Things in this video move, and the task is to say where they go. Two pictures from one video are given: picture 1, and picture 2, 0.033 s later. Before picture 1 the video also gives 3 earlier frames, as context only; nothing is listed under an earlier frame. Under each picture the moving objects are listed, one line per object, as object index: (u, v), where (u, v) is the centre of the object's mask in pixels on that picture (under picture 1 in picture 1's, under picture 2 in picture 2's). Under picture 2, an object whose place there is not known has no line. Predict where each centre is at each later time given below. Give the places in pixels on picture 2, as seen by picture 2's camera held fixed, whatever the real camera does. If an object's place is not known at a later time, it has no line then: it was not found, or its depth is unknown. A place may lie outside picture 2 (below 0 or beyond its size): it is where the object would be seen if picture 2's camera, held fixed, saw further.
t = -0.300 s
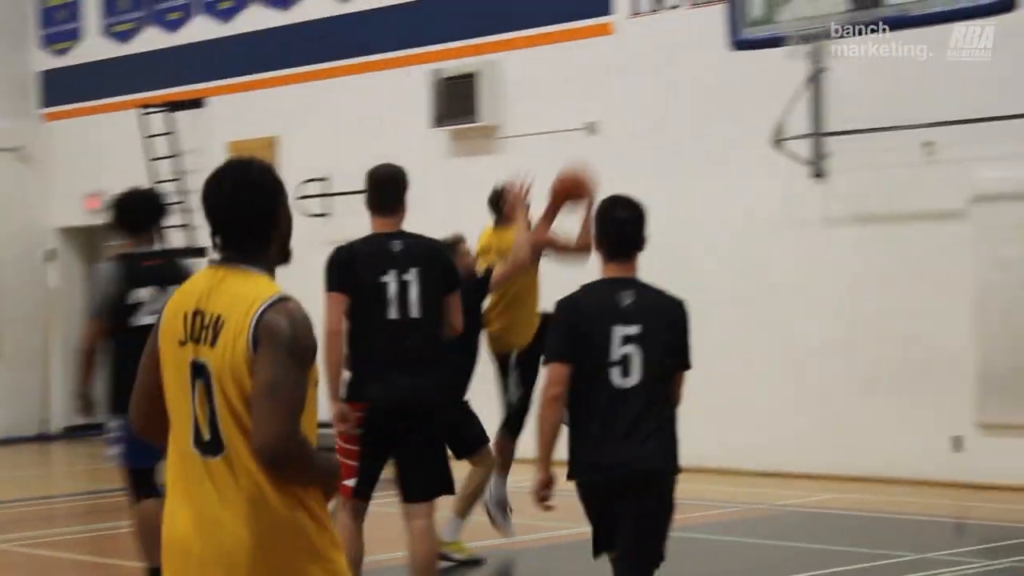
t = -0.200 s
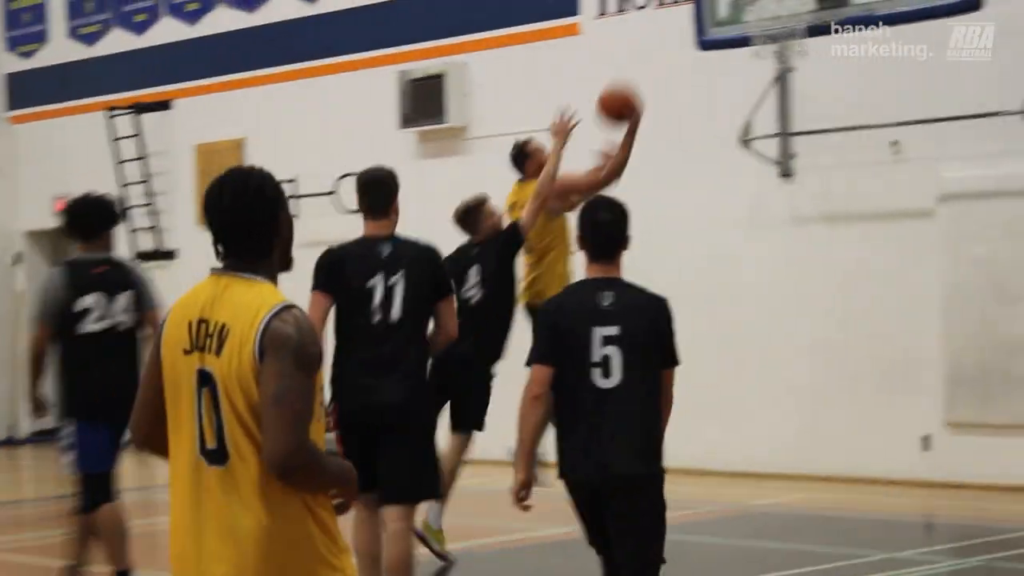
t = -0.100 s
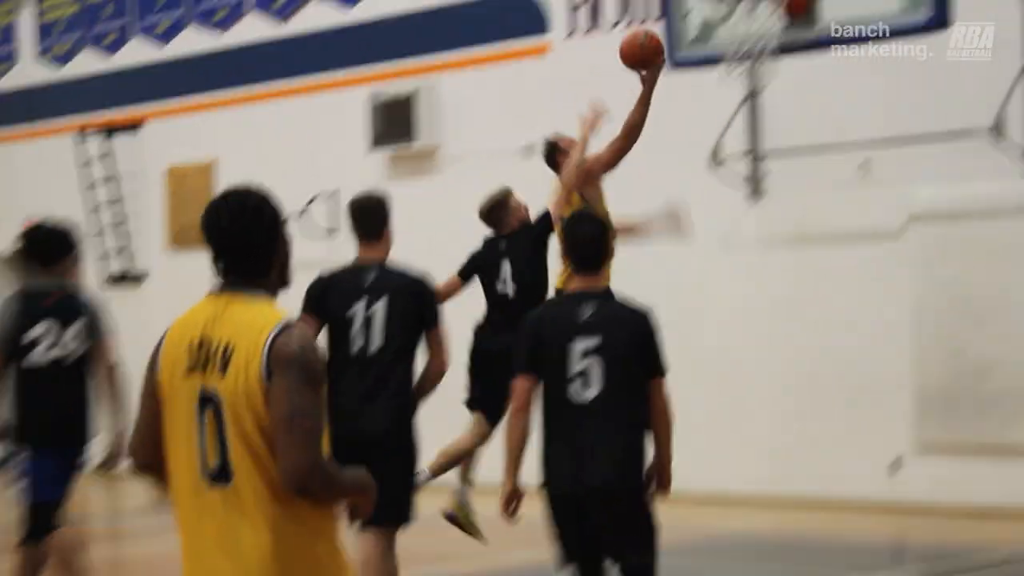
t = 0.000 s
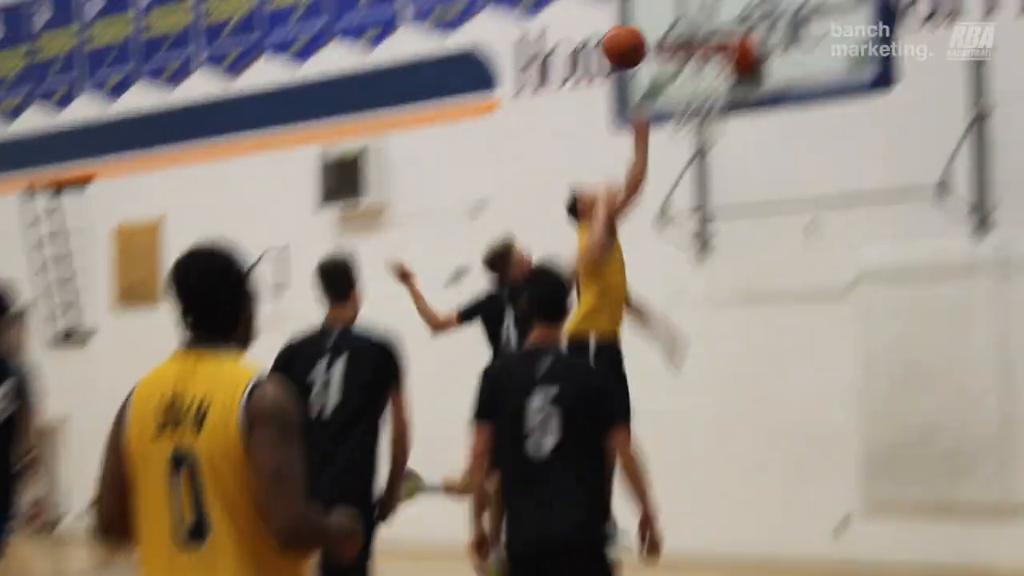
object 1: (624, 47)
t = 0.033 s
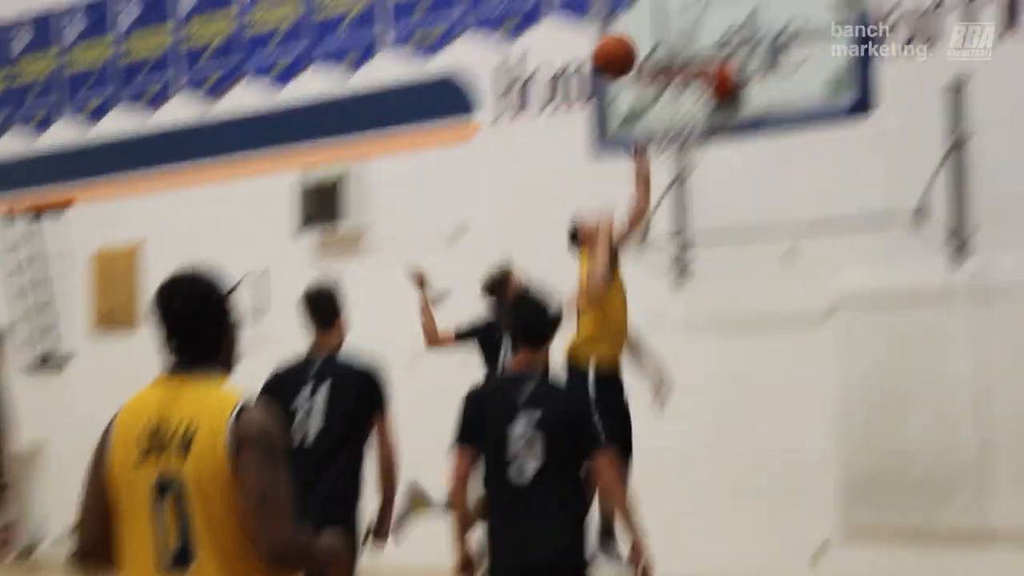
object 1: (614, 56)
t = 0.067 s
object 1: (624, 41)
